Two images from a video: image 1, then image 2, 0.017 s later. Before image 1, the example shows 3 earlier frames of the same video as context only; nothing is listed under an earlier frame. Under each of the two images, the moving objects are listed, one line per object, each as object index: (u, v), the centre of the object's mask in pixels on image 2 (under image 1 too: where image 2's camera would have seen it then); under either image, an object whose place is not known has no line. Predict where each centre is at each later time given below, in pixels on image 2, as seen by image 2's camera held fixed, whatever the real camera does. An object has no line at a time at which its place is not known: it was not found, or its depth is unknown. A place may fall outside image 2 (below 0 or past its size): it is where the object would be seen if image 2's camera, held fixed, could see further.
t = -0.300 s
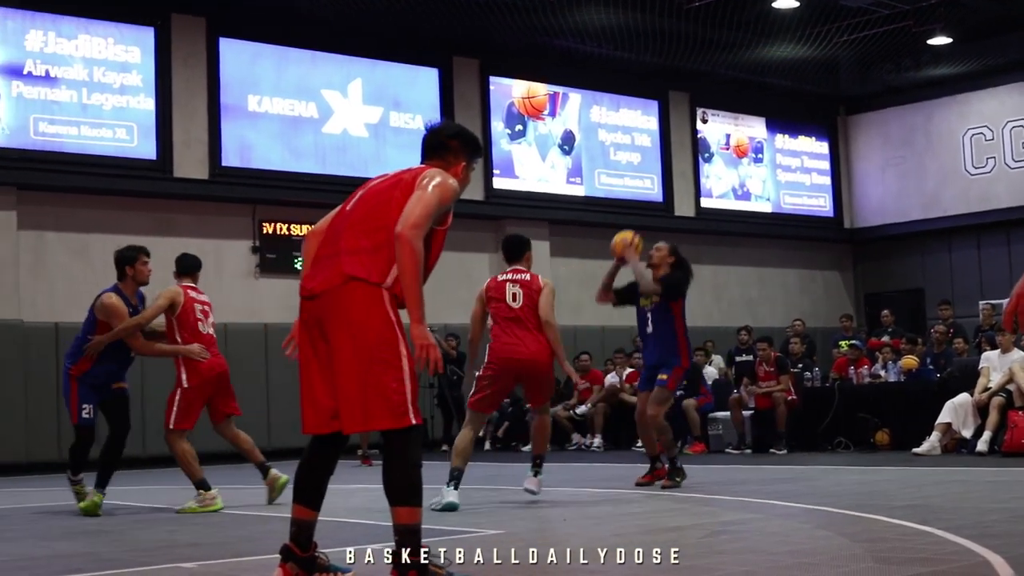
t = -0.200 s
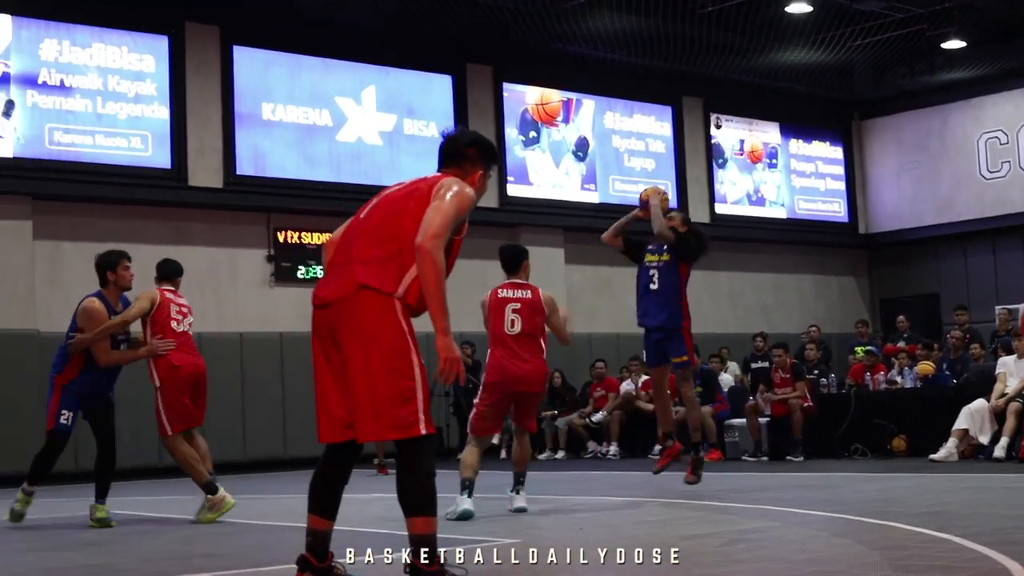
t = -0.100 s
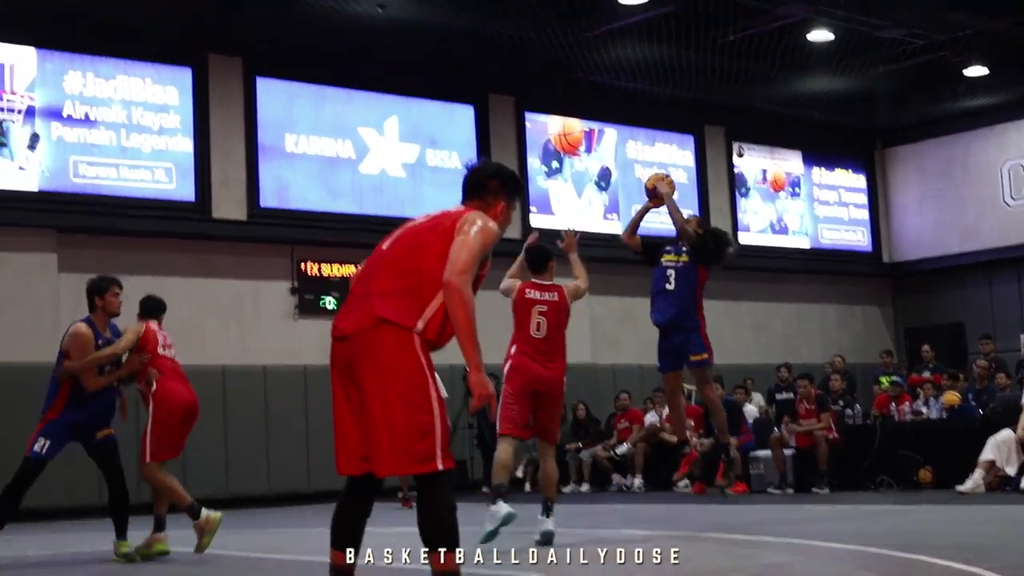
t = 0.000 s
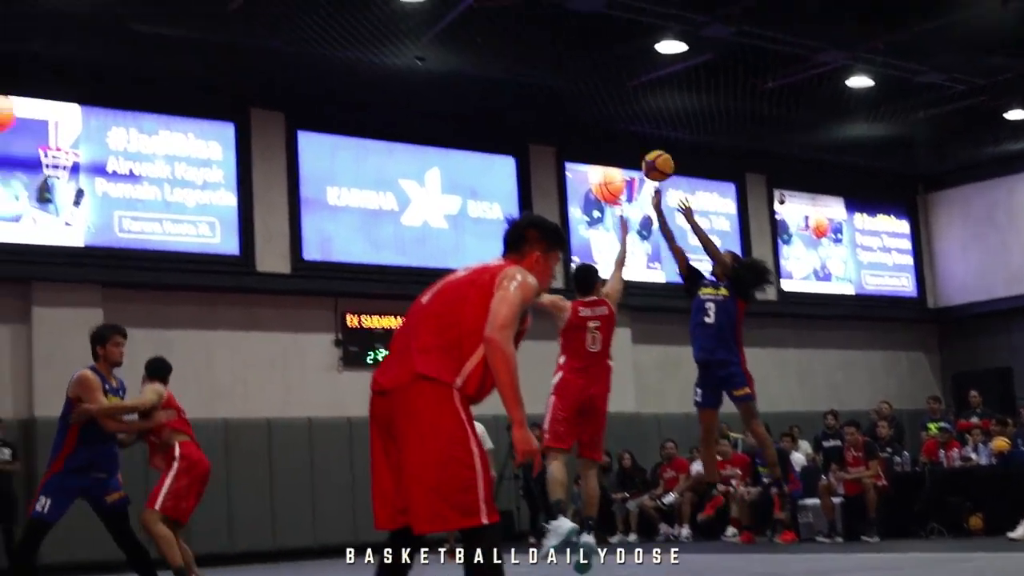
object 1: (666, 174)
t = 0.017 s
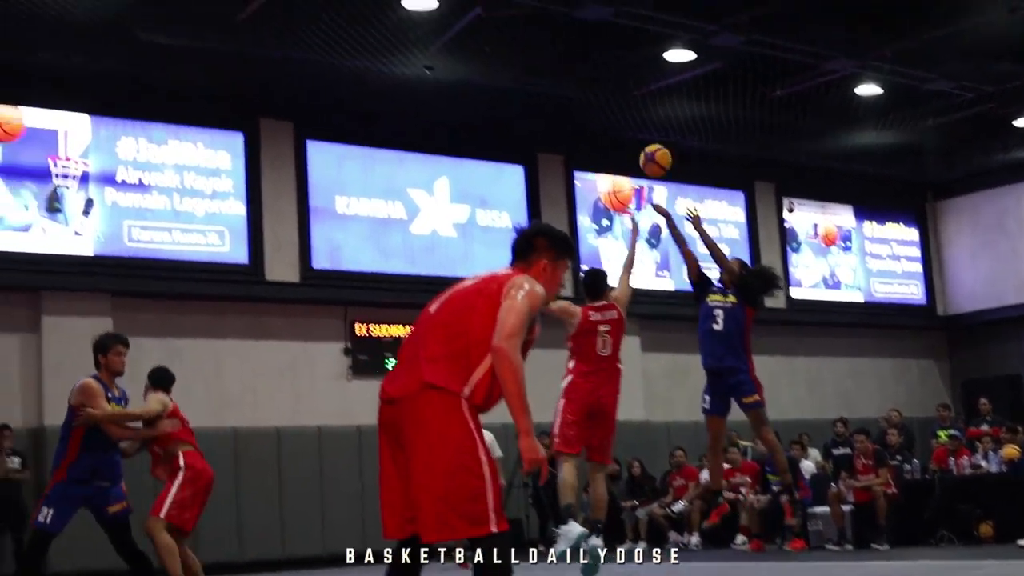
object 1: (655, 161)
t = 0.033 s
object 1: (644, 146)
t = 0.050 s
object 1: (633, 132)
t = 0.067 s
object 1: (622, 119)
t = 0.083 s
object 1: (610, 106)
